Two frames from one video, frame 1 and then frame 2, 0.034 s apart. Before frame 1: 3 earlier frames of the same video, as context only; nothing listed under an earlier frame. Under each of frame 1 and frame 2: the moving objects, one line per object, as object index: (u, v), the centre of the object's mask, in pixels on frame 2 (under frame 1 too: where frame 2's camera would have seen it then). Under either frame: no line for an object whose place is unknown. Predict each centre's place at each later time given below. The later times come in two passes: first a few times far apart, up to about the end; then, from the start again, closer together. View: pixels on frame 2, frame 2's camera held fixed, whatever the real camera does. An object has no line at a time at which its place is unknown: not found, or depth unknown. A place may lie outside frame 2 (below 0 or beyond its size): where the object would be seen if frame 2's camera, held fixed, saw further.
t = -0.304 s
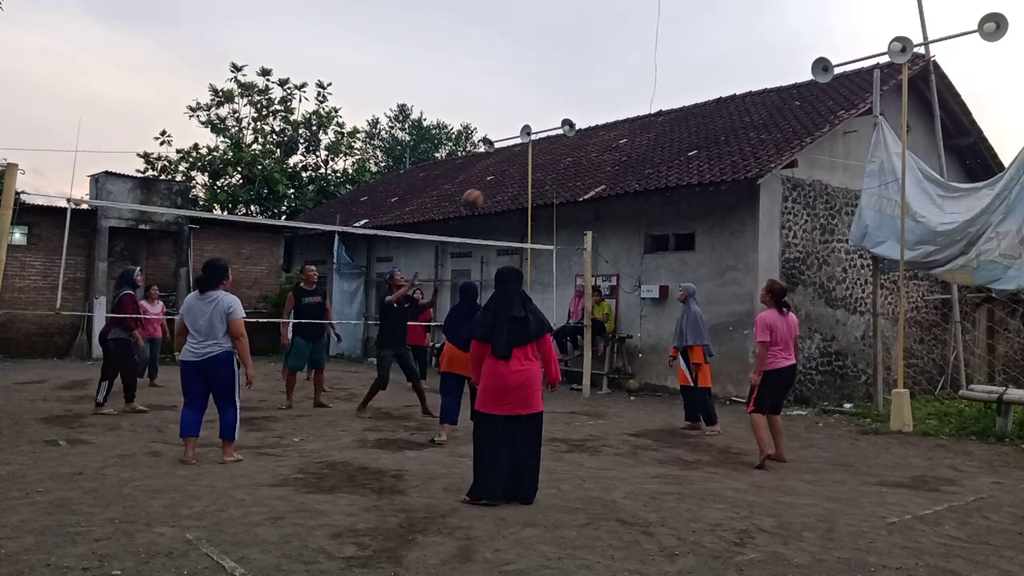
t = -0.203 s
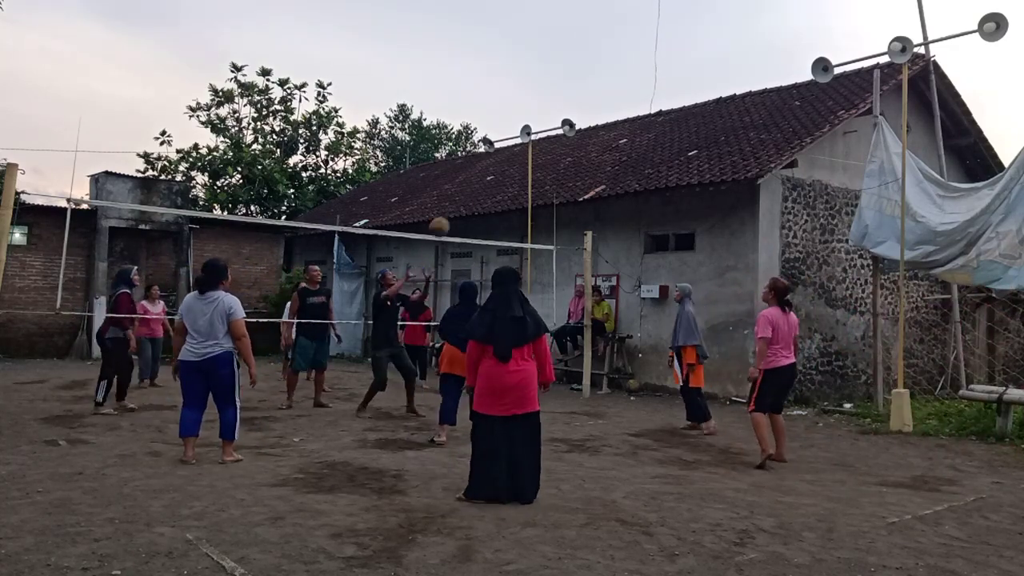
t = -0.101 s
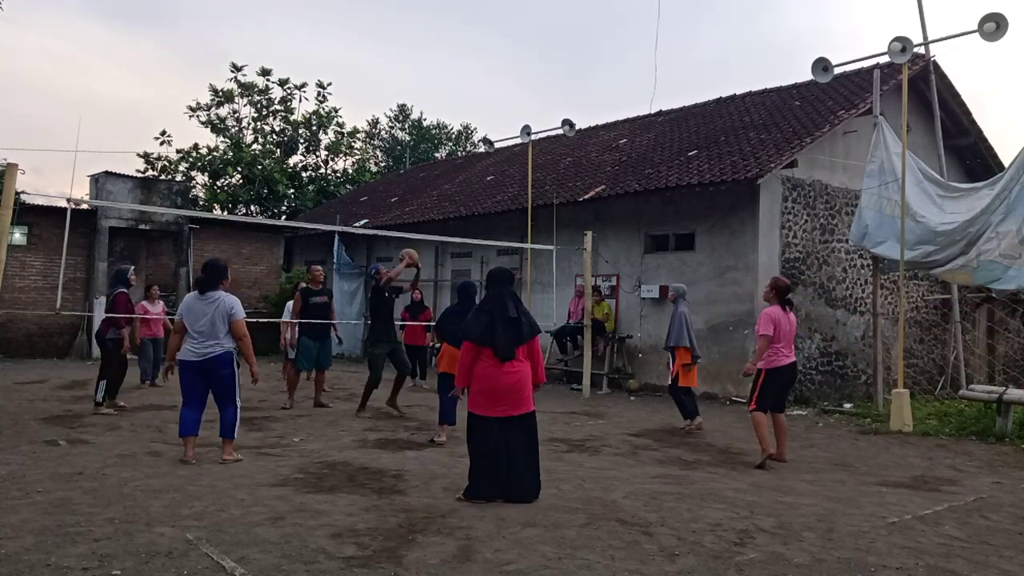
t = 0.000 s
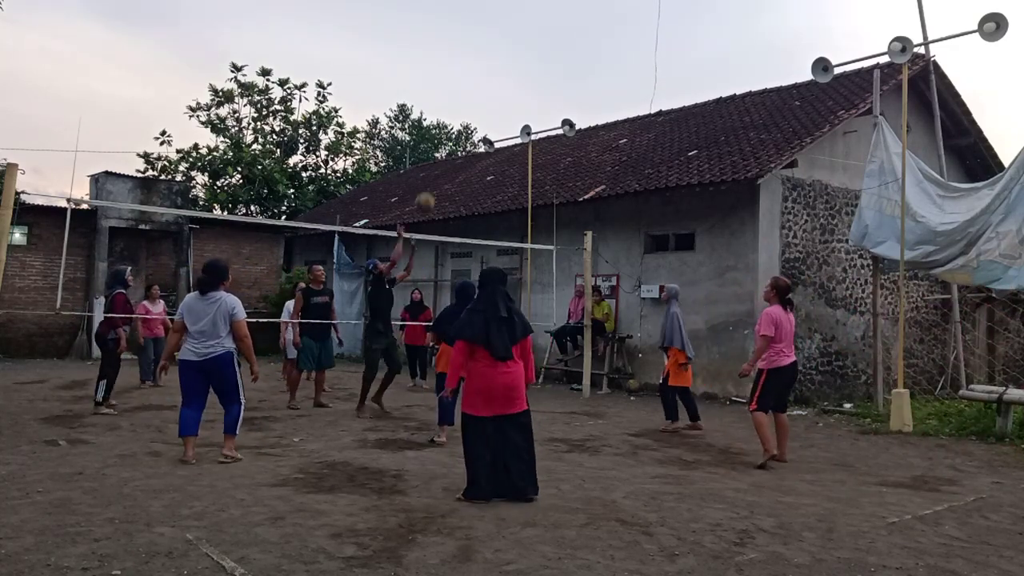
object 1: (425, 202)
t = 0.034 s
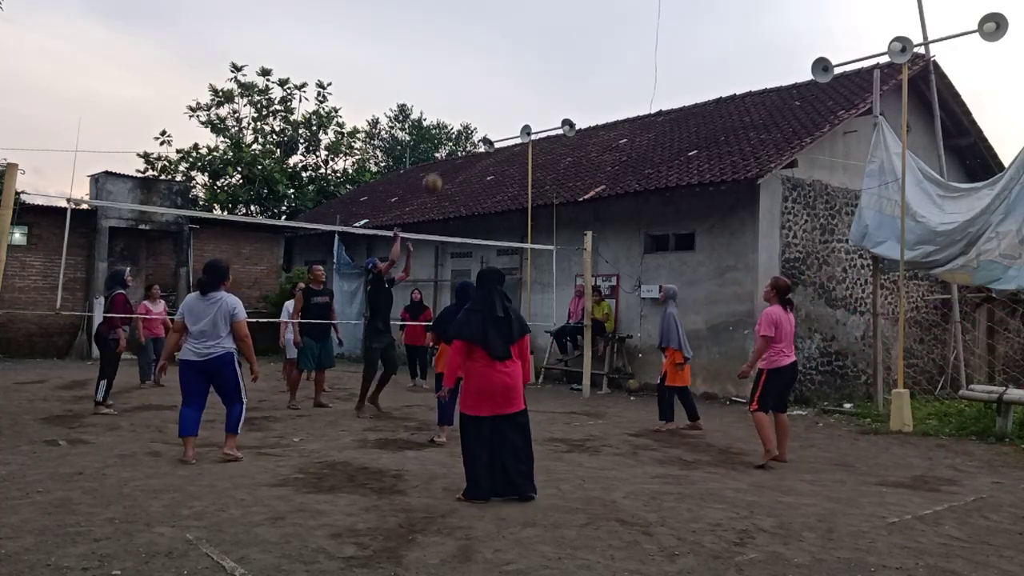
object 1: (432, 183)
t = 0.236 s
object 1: (475, 95)
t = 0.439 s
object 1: (513, 45)
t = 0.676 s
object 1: (551, 31)
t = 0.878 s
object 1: (581, 55)
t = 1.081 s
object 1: (607, 109)
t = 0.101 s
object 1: (447, 150)
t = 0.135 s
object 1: (454, 134)
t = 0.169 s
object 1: (461, 120)
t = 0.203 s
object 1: (468, 107)
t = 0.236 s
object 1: (475, 95)
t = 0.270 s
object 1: (482, 84)
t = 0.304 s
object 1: (488, 74)
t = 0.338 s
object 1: (494, 65)
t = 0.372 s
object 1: (501, 57)
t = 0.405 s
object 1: (507, 50)
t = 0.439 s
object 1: (513, 45)
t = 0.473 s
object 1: (518, 40)
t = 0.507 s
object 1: (524, 36)
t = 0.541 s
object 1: (530, 33)
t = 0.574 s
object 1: (535, 31)
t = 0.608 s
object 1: (541, 30)
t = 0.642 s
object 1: (546, 30)
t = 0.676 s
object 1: (551, 31)
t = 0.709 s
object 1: (557, 32)
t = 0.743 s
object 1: (562, 35)
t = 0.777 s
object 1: (567, 38)
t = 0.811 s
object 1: (572, 43)
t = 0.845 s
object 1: (576, 48)
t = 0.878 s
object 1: (581, 55)
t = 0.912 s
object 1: (586, 62)
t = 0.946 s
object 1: (590, 69)
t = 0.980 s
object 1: (595, 78)
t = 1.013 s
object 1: (599, 87)
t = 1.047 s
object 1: (603, 98)
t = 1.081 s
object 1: (607, 109)
